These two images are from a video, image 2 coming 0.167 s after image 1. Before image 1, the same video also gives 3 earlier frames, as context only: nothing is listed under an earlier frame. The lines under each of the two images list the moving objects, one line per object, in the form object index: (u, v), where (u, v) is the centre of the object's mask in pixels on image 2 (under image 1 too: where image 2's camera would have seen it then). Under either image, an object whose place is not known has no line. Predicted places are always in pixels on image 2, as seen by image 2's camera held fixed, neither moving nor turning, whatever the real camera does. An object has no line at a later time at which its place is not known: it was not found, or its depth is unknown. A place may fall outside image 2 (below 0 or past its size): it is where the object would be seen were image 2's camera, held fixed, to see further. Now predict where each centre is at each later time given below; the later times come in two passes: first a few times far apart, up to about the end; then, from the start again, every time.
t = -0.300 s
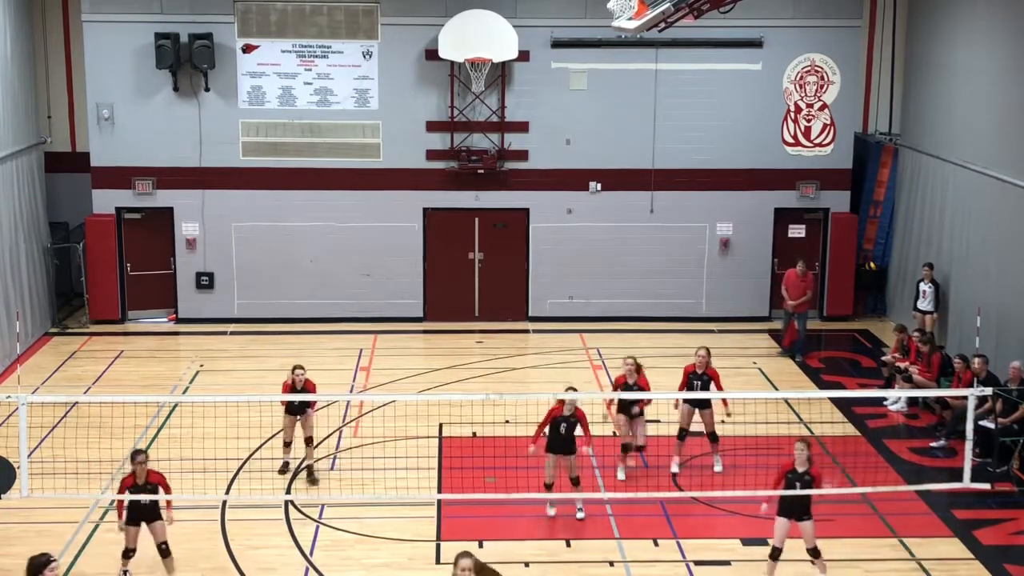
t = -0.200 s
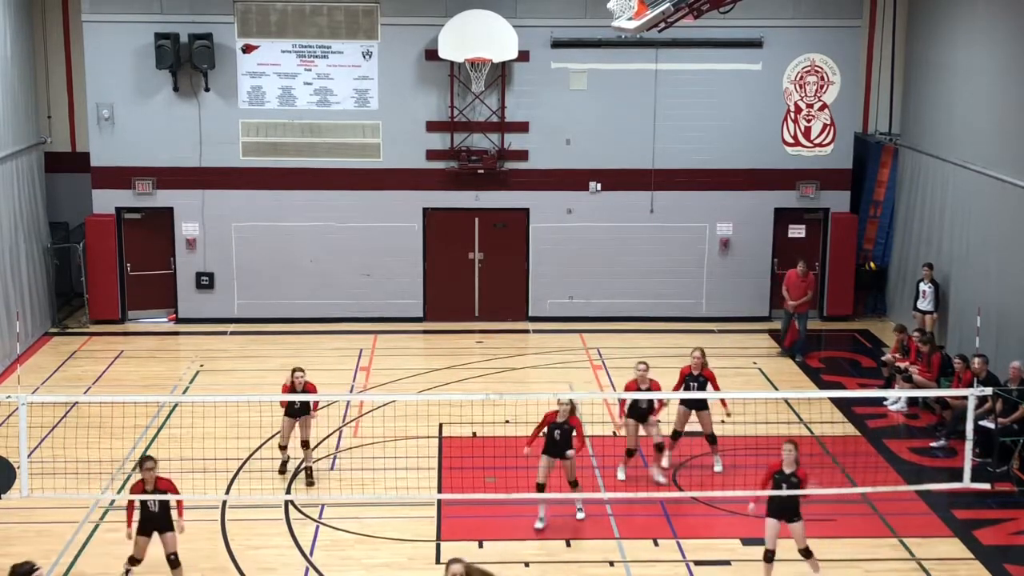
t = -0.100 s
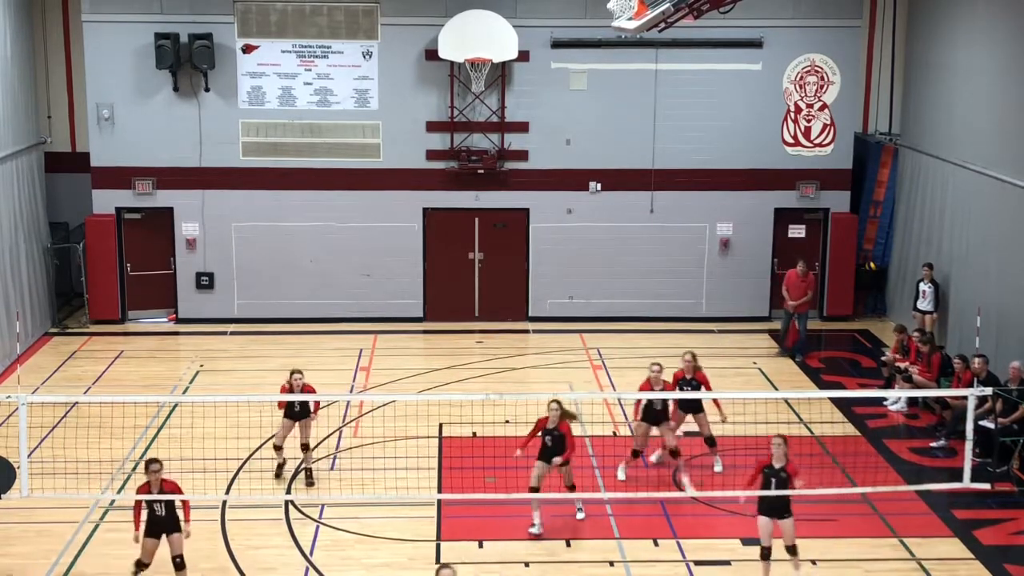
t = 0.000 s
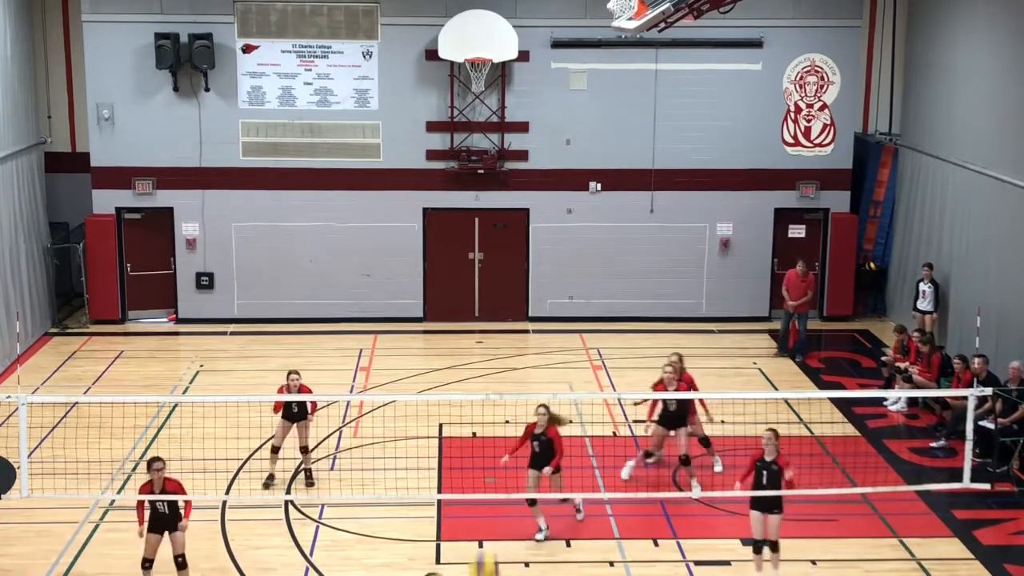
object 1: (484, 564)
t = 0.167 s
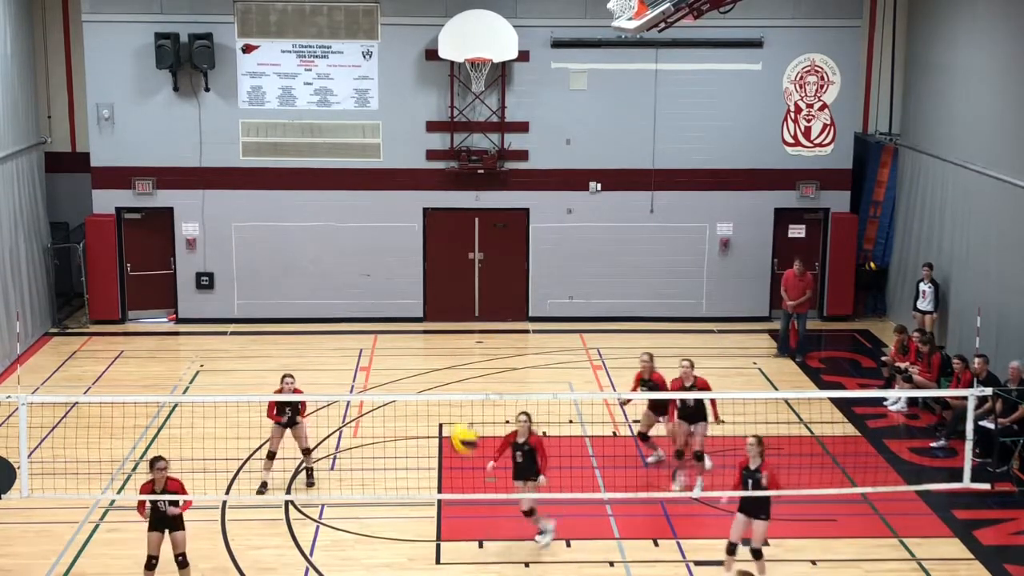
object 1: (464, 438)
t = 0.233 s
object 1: (457, 403)
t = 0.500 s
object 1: (433, 331)
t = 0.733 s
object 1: (419, 340)
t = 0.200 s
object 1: (460, 419)
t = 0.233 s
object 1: (457, 403)
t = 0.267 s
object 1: (455, 389)
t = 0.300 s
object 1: (450, 375)
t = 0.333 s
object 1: (447, 365)
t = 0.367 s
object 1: (445, 354)
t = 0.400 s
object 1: (441, 346)
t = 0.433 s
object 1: (438, 339)
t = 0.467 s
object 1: (435, 334)
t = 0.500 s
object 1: (433, 331)
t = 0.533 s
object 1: (431, 330)
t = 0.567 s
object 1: (429, 329)
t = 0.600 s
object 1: (427, 329)
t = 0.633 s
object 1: (425, 330)
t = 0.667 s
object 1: (423, 333)
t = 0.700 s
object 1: (421, 336)
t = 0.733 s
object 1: (419, 340)
